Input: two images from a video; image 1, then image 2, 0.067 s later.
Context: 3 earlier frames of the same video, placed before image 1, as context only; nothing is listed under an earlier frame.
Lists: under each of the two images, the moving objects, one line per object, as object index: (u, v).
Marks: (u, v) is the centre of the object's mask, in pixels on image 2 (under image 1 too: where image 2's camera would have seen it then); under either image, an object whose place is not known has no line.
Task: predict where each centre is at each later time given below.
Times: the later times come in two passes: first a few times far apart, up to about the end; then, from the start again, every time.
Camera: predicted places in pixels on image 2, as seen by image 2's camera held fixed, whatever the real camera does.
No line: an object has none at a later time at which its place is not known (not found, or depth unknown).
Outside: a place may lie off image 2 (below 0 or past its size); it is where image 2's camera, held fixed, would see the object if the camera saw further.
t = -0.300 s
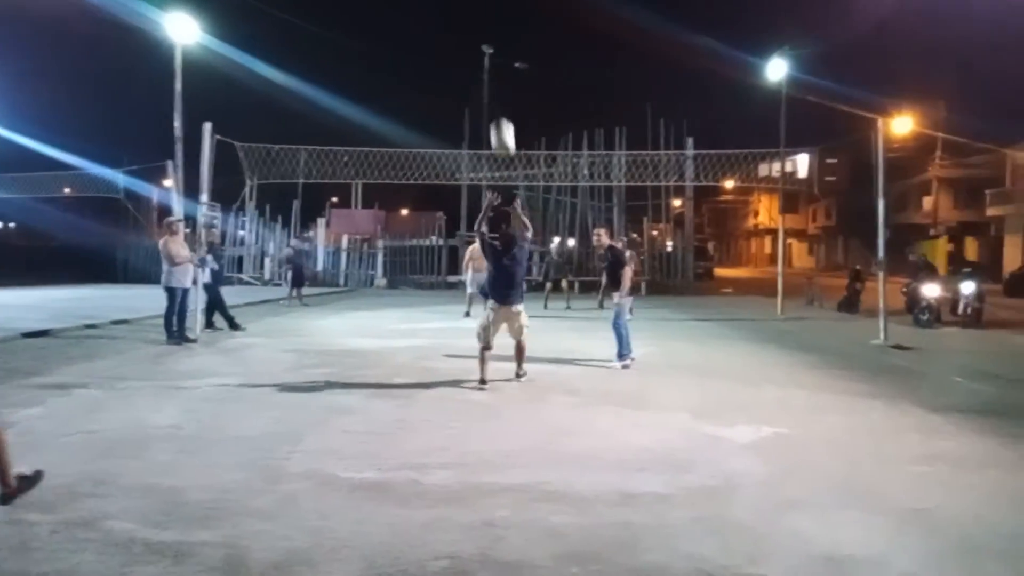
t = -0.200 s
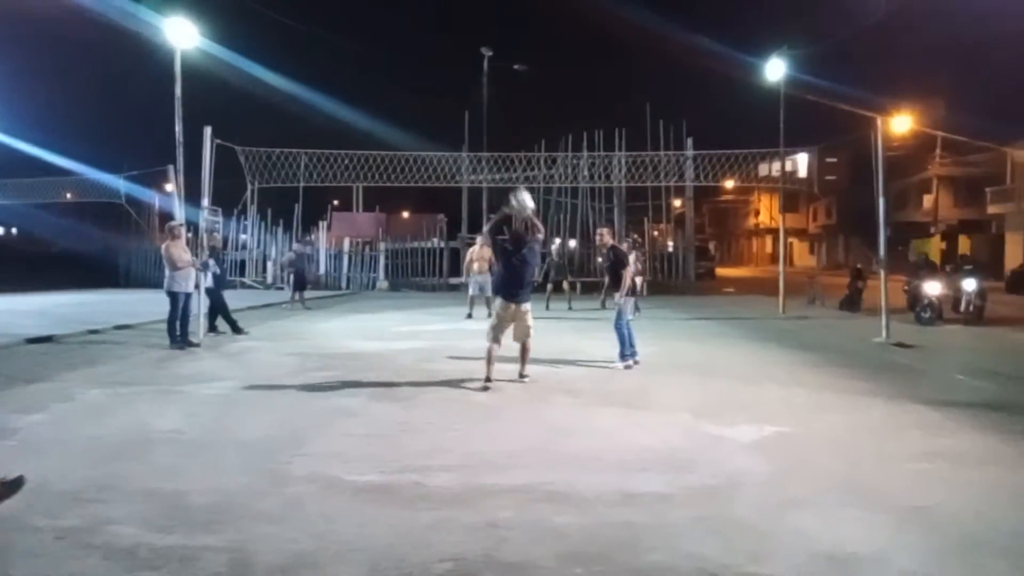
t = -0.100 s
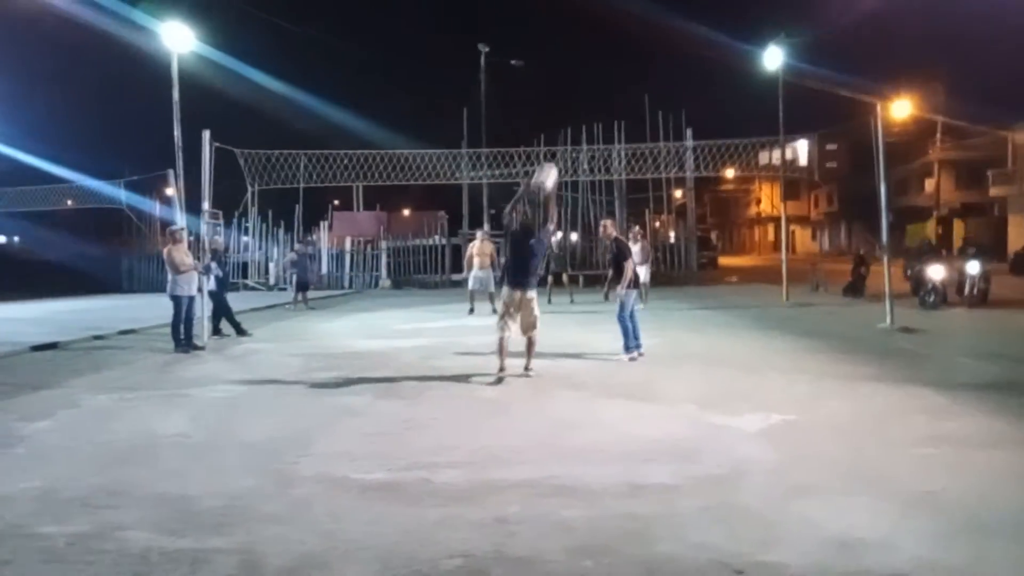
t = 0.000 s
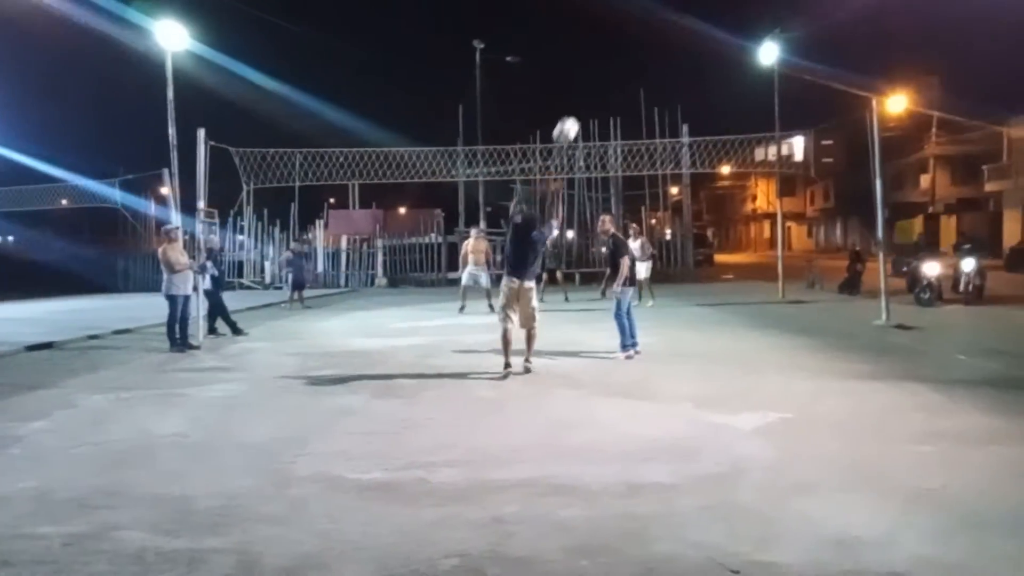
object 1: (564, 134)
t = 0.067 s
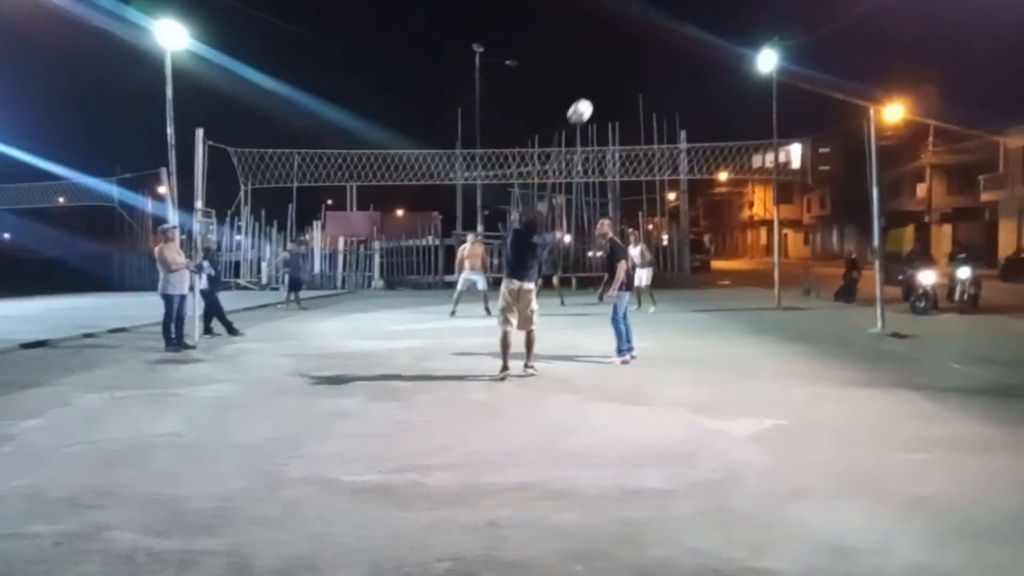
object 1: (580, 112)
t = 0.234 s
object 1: (616, 76)
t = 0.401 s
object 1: (646, 69)
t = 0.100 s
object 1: (588, 102)
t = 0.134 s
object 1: (595, 94)
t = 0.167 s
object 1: (602, 87)
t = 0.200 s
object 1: (609, 81)
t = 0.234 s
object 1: (616, 76)
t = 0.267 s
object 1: (622, 72)
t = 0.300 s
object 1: (628, 70)
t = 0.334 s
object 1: (634, 68)
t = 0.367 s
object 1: (640, 69)
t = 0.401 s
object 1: (646, 69)
